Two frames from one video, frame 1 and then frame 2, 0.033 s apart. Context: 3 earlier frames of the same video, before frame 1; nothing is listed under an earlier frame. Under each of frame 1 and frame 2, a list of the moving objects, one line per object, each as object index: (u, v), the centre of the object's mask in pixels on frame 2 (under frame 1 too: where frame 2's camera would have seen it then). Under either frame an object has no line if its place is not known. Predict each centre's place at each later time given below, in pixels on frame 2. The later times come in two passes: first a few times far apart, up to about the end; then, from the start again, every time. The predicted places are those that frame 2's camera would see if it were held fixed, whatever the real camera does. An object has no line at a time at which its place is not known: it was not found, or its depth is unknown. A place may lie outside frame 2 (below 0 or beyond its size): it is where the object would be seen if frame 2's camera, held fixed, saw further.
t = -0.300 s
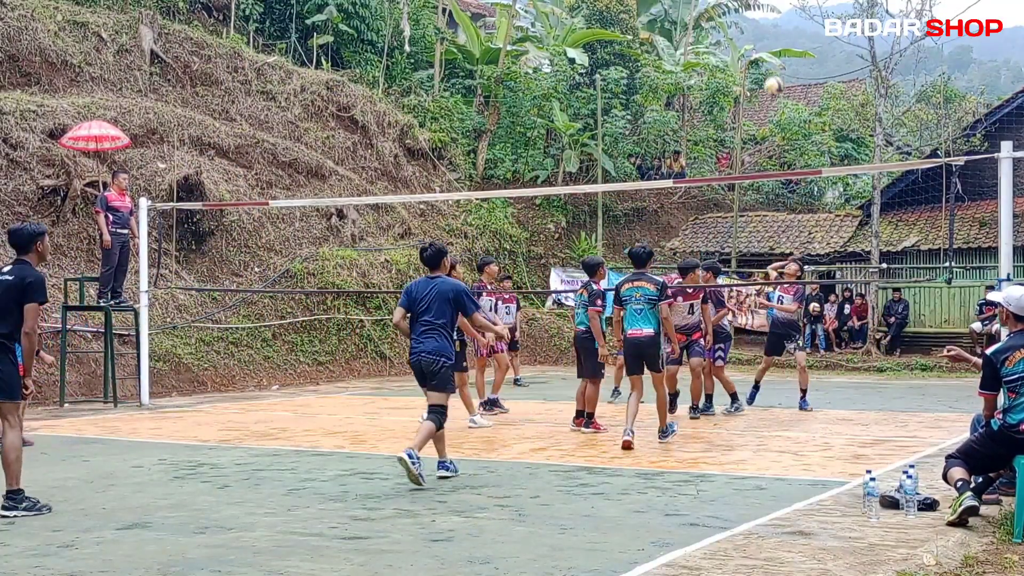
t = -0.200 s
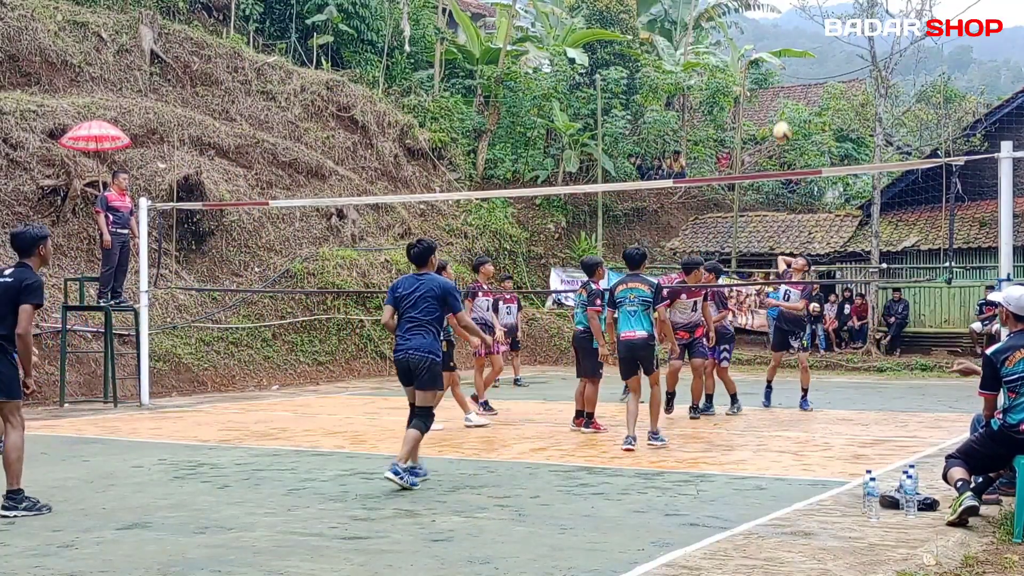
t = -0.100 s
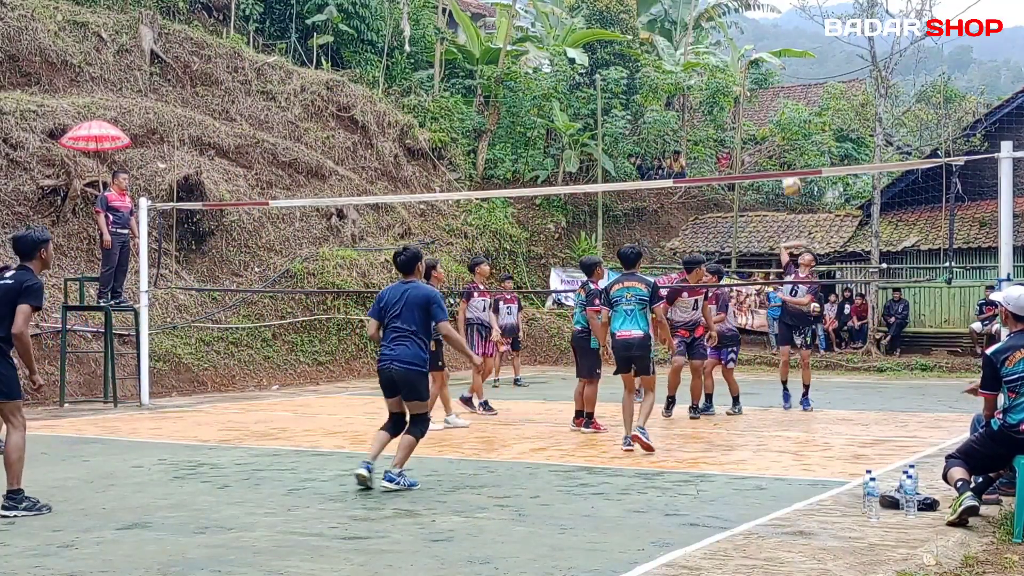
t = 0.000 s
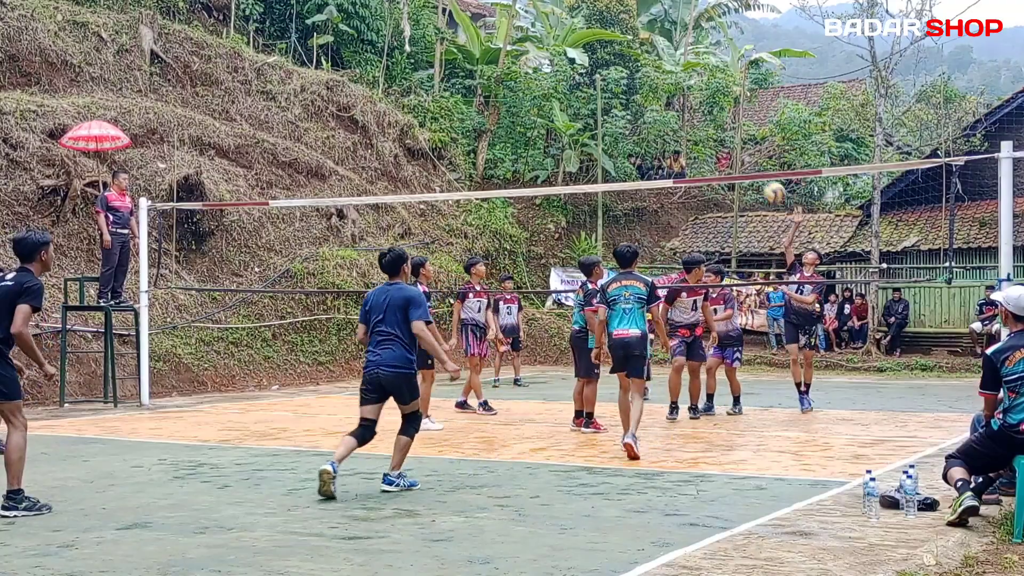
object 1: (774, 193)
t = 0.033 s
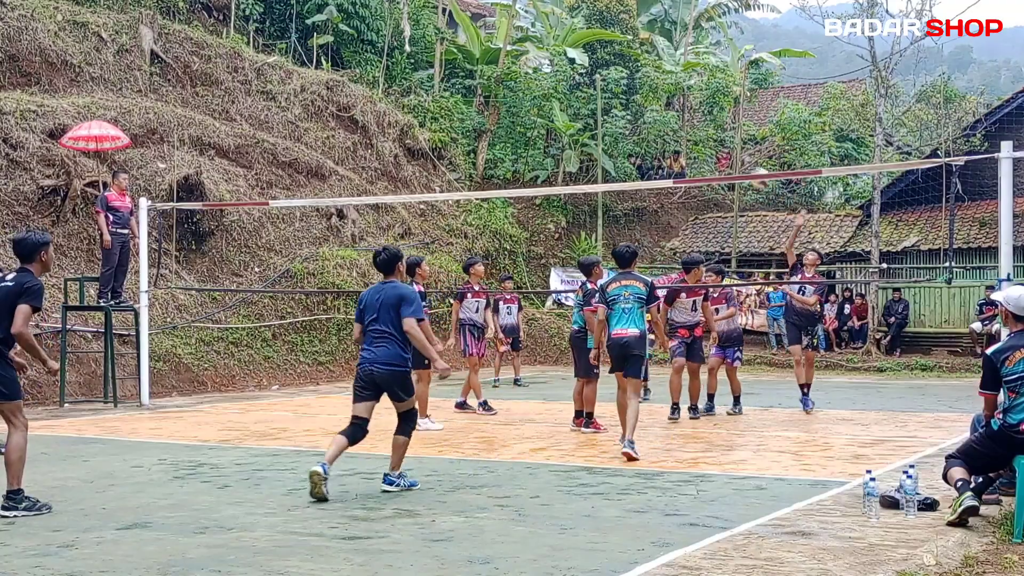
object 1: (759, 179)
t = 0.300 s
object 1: (632, 97)
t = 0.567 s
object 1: (463, 84)
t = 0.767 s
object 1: (295, 143)
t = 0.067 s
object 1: (747, 164)
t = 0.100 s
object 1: (732, 153)
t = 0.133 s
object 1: (716, 141)
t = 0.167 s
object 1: (700, 131)
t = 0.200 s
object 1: (684, 120)
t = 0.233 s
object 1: (667, 111)
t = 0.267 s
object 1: (650, 104)
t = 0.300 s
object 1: (632, 97)
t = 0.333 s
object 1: (613, 90)
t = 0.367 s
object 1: (593, 86)
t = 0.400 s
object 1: (575, 82)
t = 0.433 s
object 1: (553, 80)
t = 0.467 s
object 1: (531, 79)
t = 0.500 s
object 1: (508, 80)
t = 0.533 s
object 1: (487, 82)
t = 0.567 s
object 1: (463, 84)
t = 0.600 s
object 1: (437, 89)
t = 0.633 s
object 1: (411, 96)
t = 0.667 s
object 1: (384, 104)
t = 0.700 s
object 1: (354, 117)
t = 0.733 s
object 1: (326, 127)
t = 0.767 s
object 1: (295, 143)
